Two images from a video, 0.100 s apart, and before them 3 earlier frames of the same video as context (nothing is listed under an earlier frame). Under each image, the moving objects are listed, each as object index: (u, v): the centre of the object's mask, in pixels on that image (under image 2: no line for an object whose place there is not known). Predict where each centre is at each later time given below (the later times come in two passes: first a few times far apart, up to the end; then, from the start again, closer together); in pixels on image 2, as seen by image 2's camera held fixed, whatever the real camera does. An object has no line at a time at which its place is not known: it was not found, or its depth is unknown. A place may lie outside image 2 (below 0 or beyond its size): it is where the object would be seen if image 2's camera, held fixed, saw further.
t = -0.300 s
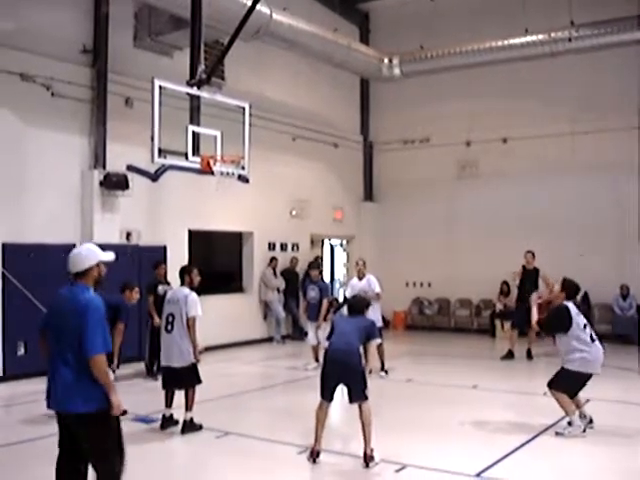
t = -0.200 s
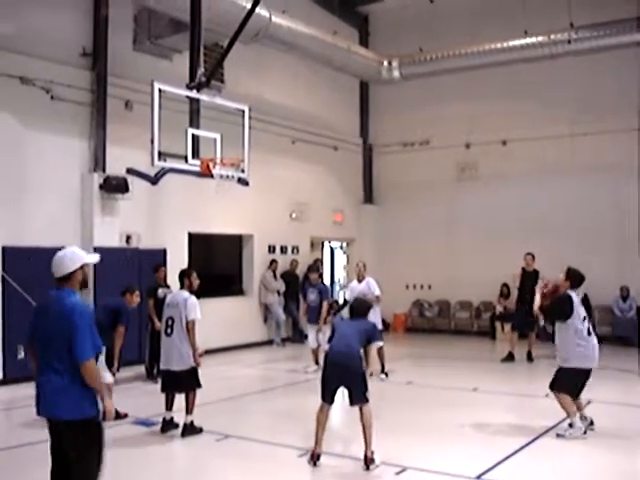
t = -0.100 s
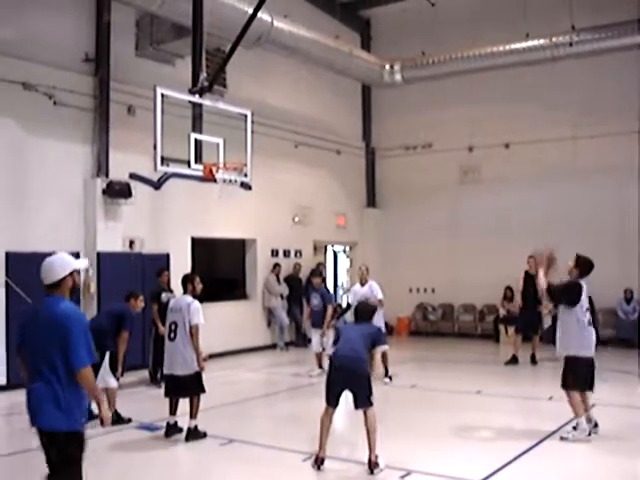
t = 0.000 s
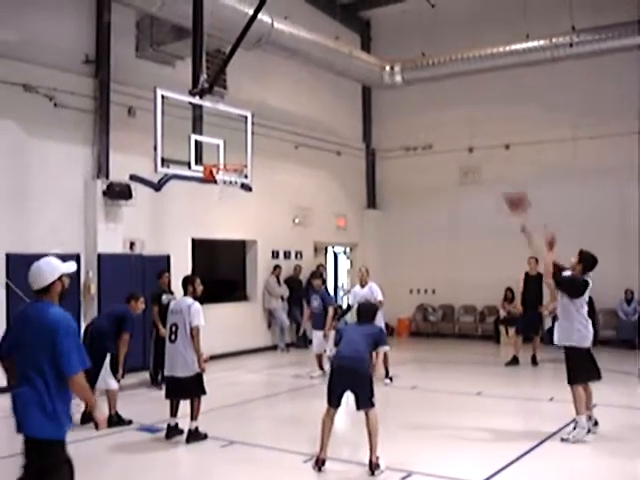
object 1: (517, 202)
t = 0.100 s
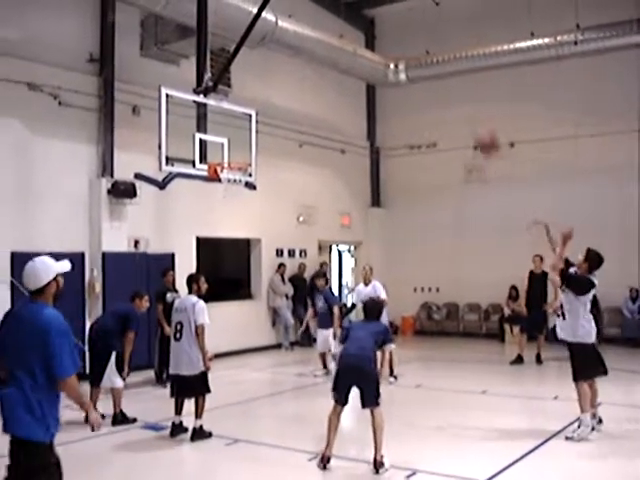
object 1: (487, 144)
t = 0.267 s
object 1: (436, 83)
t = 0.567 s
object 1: (357, 35)
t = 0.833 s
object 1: (297, 57)
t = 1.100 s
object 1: (244, 129)
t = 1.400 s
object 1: (219, 99)
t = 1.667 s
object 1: (207, 69)
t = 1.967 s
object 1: (190, 101)
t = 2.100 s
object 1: (184, 139)
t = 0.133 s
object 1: (477, 129)
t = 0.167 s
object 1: (466, 113)
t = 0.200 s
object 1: (456, 100)
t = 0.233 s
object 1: (445, 89)
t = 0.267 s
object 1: (436, 83)
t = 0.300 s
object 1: (425, 72)
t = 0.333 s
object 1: (416, 60)
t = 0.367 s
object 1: (406, 53)
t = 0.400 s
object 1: (398, 48)
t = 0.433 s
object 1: (389, 44)
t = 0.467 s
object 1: (381, 39)
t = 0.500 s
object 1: (373, 37)
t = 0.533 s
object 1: (366, 36)
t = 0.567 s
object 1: (357, 35)
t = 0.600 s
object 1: (349, 35)
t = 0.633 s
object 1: (341, 35)
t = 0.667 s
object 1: (333, 37)
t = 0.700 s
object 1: (327, 39)
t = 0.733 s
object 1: (319, 46)
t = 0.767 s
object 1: (311, 48)
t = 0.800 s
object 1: (305, 52)
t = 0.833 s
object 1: (297, 57)
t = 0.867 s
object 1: (291, 63)
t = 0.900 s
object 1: (283, 70)
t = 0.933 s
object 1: (277, 78)
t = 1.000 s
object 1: (263, 97)
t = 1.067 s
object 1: (251, 116)
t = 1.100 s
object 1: (244, 129)
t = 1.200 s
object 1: (228, 156)
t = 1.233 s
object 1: (227, 144)
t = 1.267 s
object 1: (226, 133)
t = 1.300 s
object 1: (223, 124)
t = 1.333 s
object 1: (221, 116)
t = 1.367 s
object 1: (221, 108)
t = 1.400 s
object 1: (219, 99)
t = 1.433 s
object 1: (218, 93)
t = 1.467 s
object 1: (217, 87)
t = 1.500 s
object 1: (215, 81)
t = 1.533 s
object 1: (213, 79)
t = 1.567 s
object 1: (212, 75)
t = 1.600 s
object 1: (211, 72)
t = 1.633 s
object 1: (209, 70)
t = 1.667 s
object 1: (207, 69)
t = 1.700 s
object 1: (207, 69)
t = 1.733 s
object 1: (204, 70)
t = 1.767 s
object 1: (202, 72)
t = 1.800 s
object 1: (200, 74)
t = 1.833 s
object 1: (198, 77)
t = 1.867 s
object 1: (196, 81)
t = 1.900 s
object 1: (195, 86)
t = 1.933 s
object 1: (193, 94)
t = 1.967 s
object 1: (190, 101)
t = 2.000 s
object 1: (189, 109)
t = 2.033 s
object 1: (187, 118)
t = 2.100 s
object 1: (184, 139)
